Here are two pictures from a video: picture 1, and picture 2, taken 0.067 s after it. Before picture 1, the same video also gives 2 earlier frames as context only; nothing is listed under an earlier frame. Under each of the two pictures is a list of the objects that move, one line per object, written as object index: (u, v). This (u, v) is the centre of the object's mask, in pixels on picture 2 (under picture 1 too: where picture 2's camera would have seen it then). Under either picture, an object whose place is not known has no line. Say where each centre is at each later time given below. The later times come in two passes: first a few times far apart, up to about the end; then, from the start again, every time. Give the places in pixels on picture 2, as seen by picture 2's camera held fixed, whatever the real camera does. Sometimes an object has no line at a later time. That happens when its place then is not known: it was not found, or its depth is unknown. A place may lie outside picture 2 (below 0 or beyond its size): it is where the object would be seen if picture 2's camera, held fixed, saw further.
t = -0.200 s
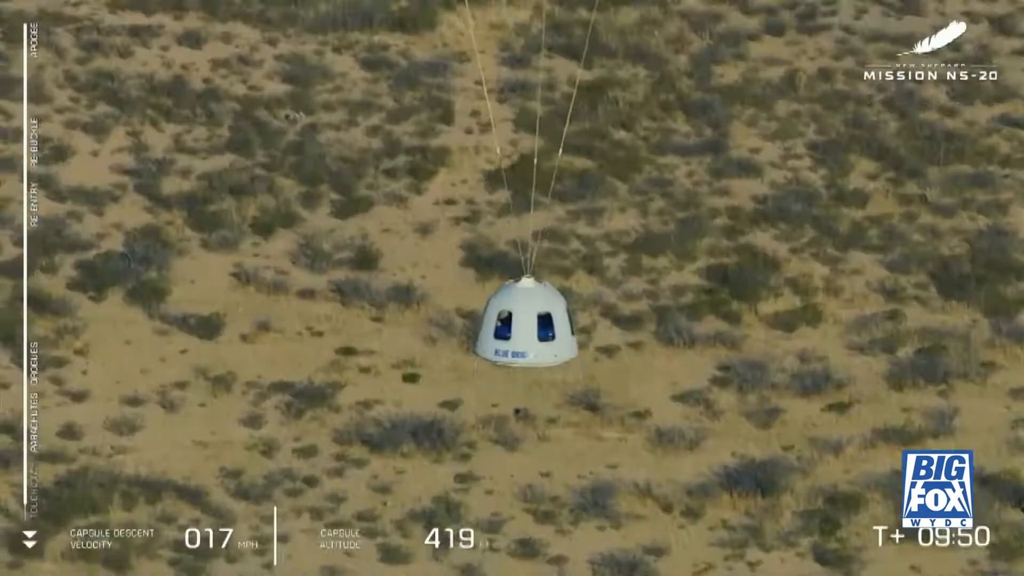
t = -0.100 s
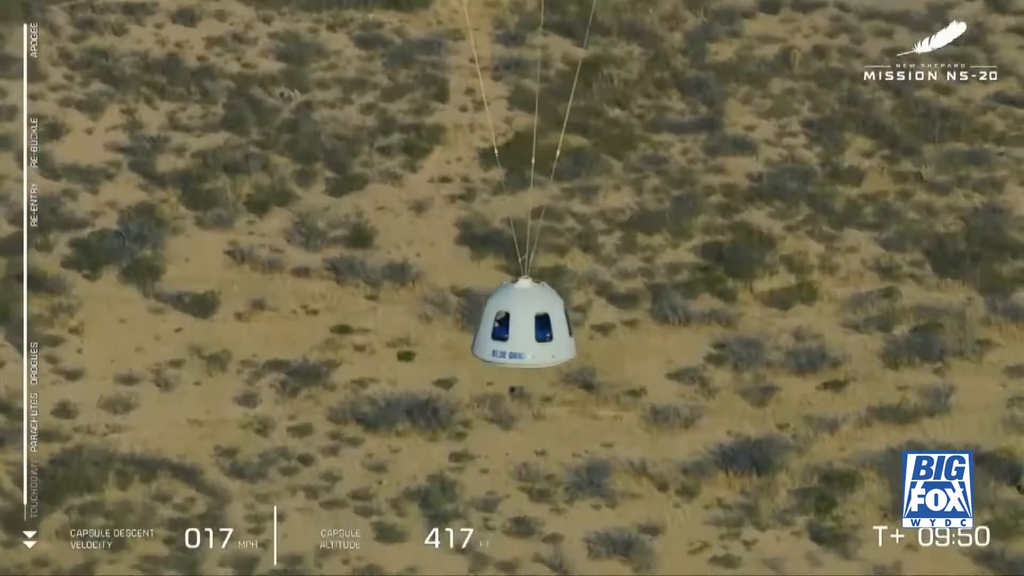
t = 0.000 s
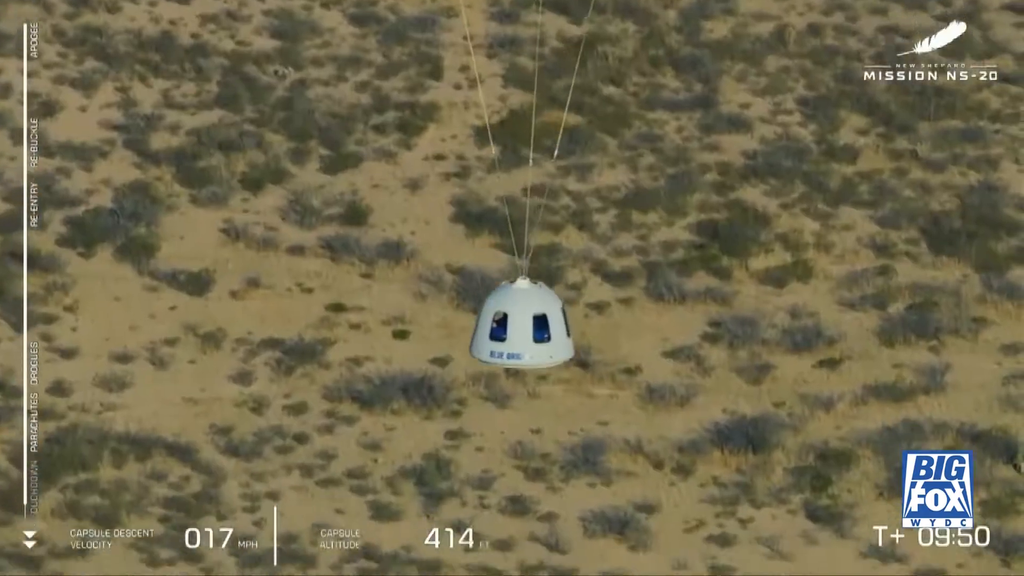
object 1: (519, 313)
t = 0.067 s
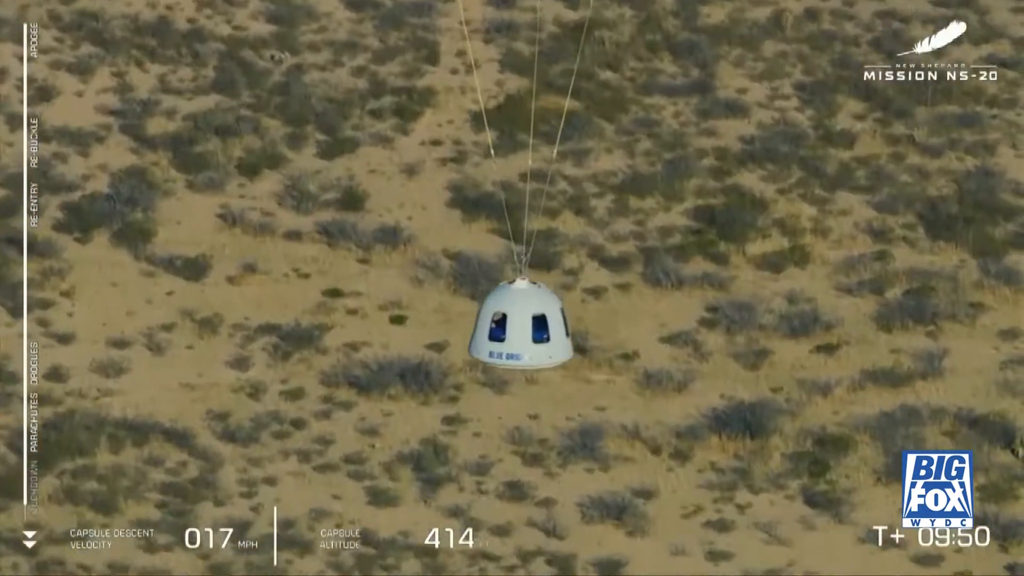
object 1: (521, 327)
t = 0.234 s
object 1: (528, 364)
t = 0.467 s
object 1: (533, 415)
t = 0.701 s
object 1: (537, 466)
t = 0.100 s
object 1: (523, 335)
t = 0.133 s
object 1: (524, 342)
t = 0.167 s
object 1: (525, 349)
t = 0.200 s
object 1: (527, 357)
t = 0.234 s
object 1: (528, 364)
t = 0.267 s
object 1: (529, 371)
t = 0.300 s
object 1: (530, 378)
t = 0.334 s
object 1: (530, 386)
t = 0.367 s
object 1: (531, 393)
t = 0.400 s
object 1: (531, 400)
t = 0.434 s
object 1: (532, 408)
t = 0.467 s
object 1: (533, 415)
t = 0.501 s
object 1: (534, 422)
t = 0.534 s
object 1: (534, 429)
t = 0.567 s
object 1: (535, 437)
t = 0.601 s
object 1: (535, 444)
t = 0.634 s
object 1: (536, 451)
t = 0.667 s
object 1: (536, 459)
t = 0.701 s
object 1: (537, 466)
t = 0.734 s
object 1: (538, 473)
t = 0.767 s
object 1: (538, 480)
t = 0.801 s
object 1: (539, 487)
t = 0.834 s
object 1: (540, 495)
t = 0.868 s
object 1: (540, 502)
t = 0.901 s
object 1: (540, 510)
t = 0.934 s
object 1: (541, 516)
